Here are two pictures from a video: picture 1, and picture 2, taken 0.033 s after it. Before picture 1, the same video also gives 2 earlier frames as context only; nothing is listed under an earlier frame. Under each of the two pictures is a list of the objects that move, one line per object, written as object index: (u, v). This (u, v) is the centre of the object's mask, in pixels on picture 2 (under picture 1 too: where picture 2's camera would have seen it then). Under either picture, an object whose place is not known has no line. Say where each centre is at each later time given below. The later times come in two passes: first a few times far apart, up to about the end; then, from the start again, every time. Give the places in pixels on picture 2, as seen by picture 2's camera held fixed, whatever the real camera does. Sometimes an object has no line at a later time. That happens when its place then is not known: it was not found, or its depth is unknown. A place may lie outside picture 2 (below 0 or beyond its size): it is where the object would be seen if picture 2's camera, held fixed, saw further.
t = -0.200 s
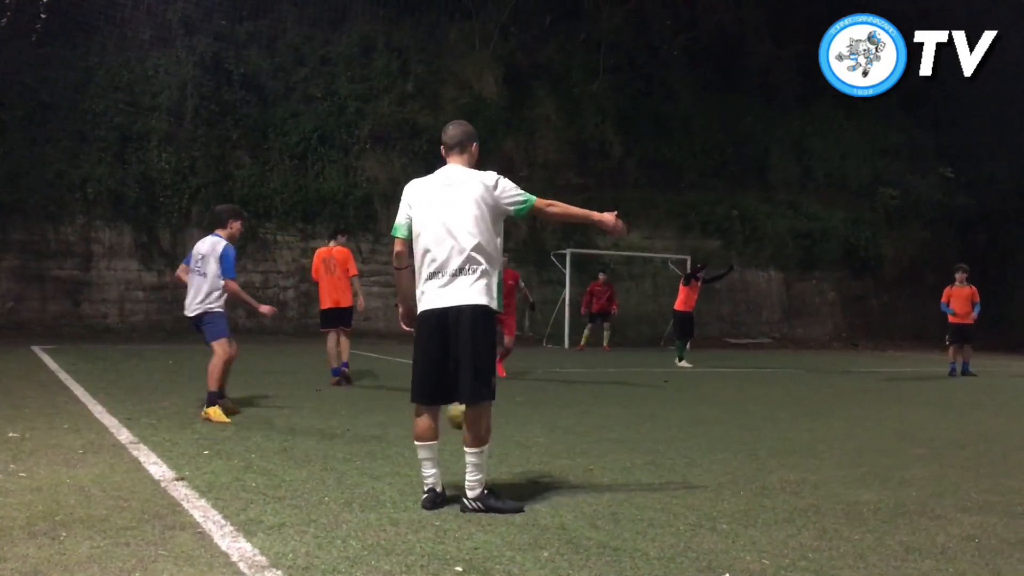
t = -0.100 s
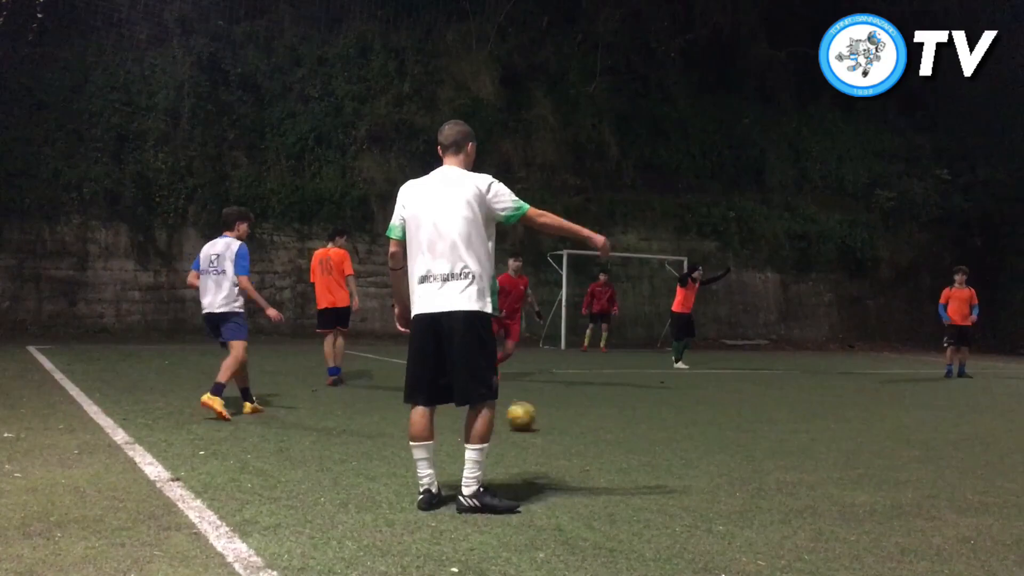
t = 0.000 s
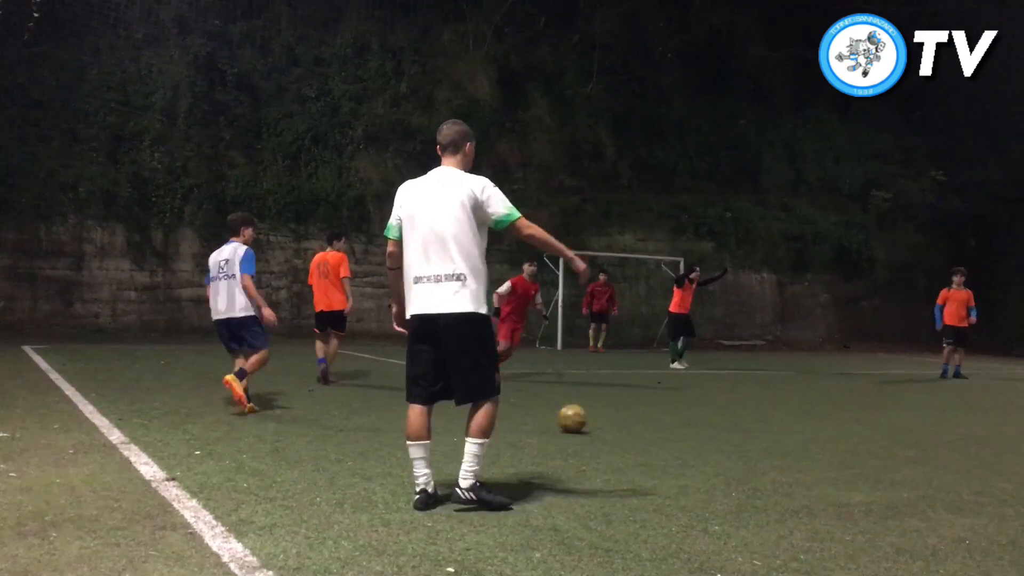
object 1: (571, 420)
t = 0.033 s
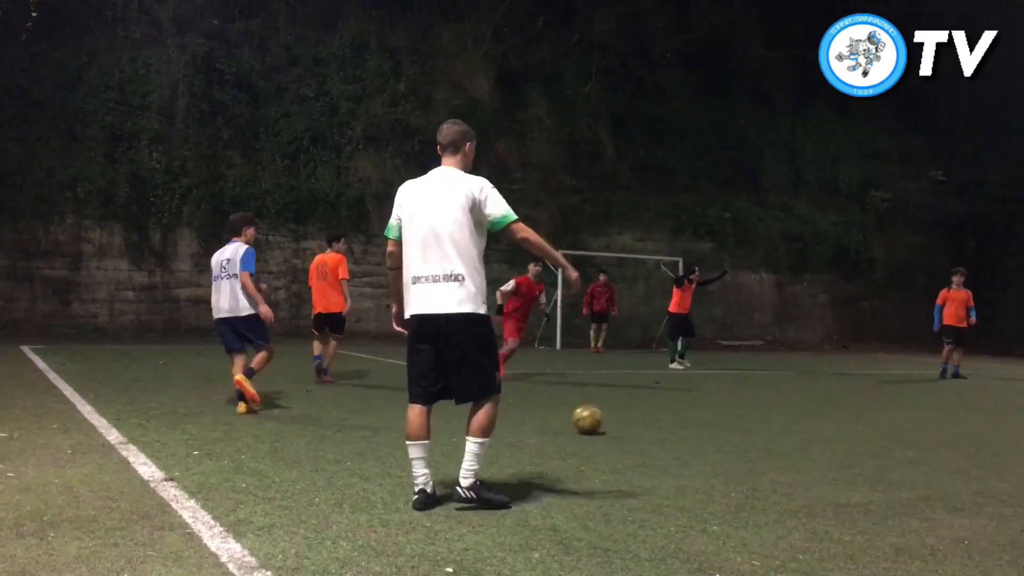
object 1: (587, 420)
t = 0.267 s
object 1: (700, 425)
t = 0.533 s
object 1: (823, 430)
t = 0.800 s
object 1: (942, 434)
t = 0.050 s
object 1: (596, 421)
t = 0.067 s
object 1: (605, 422)
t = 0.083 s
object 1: (613, 421)
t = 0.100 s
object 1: (621, 421)
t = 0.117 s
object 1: (629, 421)
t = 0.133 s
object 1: (637, 421)
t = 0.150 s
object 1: (645, 422)
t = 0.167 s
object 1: (653, 422)
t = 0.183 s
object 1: (661, 423)
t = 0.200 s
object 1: (669, 423)
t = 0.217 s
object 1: (676, 423)
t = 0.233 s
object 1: (684, 423)
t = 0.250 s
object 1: (692, 424)
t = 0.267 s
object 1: (700, 425)
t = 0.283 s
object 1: (708, 424)
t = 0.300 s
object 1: (716, 425)
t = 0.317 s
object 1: (723, 425)
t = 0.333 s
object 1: (731, 426)
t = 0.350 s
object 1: (739, 426)
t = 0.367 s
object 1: (747, 427)
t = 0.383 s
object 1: (755, 427)
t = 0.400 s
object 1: (762, 427)
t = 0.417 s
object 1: (769, 427)
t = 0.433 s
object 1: (777, 428)
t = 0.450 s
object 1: (784, 428)
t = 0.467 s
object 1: (793, 428)
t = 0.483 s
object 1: (801, 429)
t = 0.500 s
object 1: (808, 429)
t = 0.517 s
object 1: (816, 430)
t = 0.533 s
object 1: (823, 430)
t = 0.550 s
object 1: (831, 430)
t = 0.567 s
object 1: (838, 431)
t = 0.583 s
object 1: (845, 431)
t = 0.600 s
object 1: (852, 431)
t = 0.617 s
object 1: (860, 432)
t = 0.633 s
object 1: (868, 432)
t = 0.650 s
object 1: (875, 432)
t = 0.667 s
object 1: (883, 432)
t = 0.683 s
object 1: (890, 432)
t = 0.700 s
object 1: (898, 433)
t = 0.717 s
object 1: (905, 433)
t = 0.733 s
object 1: (913, 434)
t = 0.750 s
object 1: (921, 434)
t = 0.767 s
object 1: (928, 434)
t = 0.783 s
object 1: (935, 434)
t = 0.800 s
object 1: (942, 434)
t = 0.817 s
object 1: (949, 434)
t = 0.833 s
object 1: (957, 435)
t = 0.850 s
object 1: (964, 435)
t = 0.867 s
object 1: (972, 436)
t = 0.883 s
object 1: (979, 436)
